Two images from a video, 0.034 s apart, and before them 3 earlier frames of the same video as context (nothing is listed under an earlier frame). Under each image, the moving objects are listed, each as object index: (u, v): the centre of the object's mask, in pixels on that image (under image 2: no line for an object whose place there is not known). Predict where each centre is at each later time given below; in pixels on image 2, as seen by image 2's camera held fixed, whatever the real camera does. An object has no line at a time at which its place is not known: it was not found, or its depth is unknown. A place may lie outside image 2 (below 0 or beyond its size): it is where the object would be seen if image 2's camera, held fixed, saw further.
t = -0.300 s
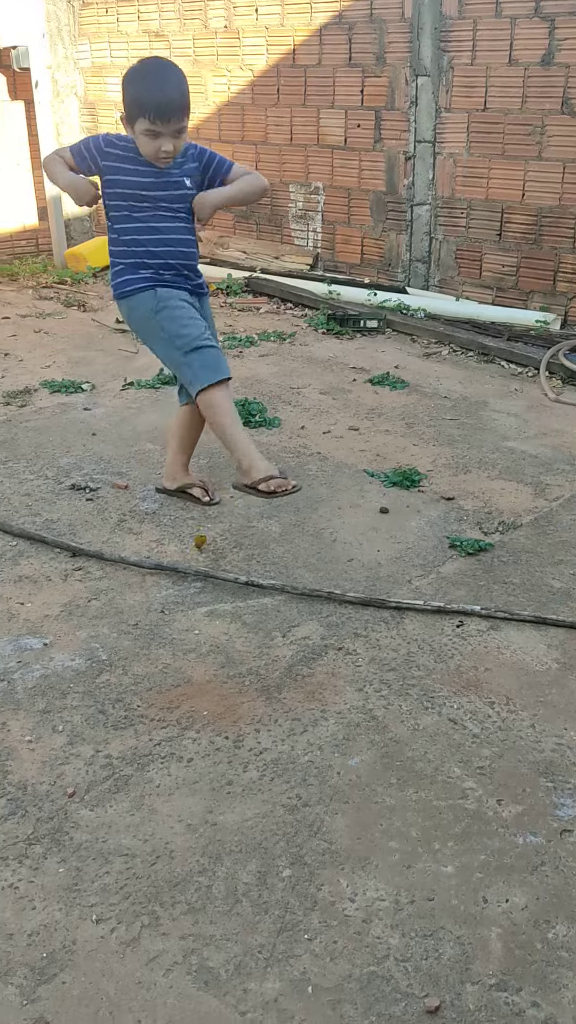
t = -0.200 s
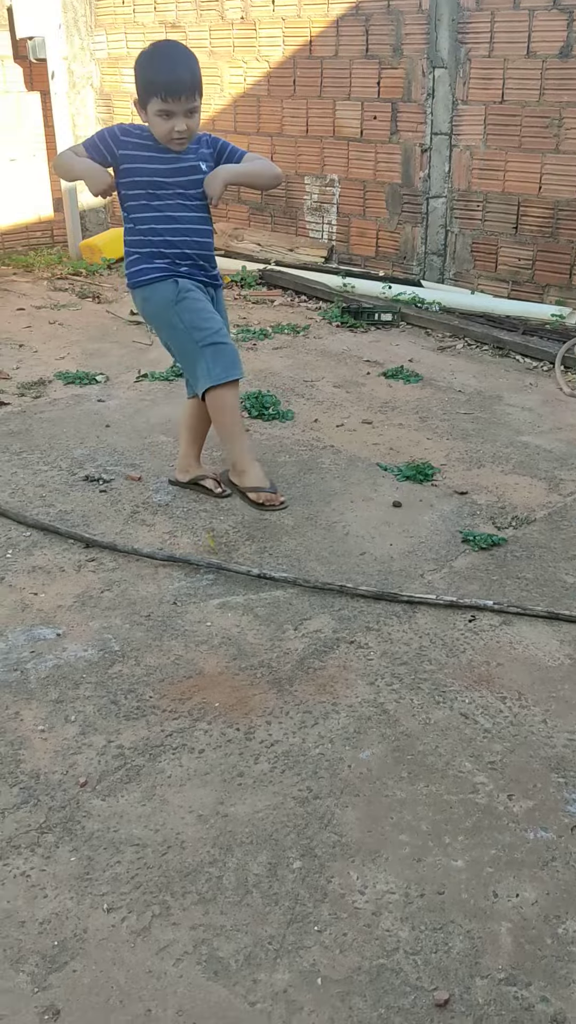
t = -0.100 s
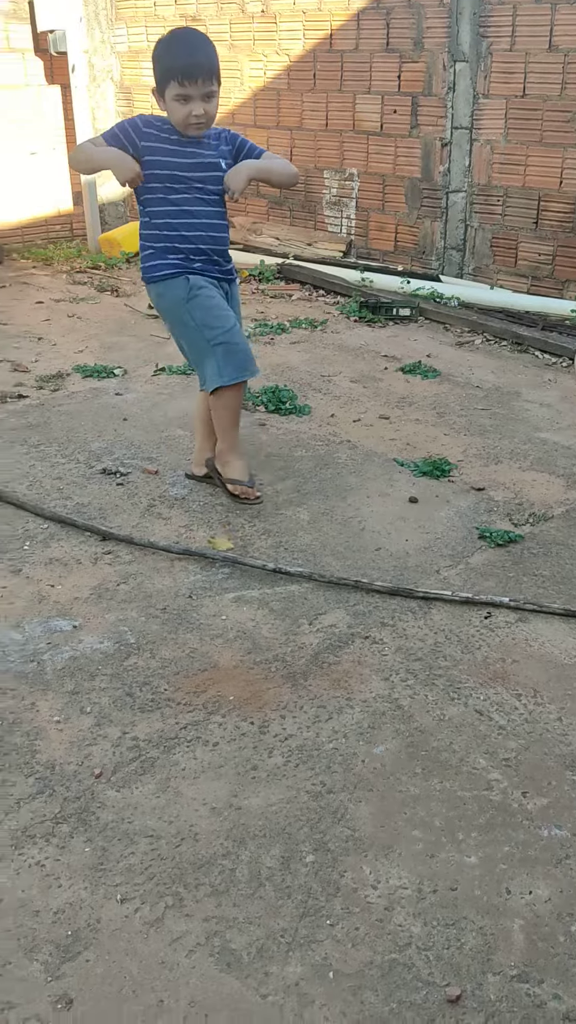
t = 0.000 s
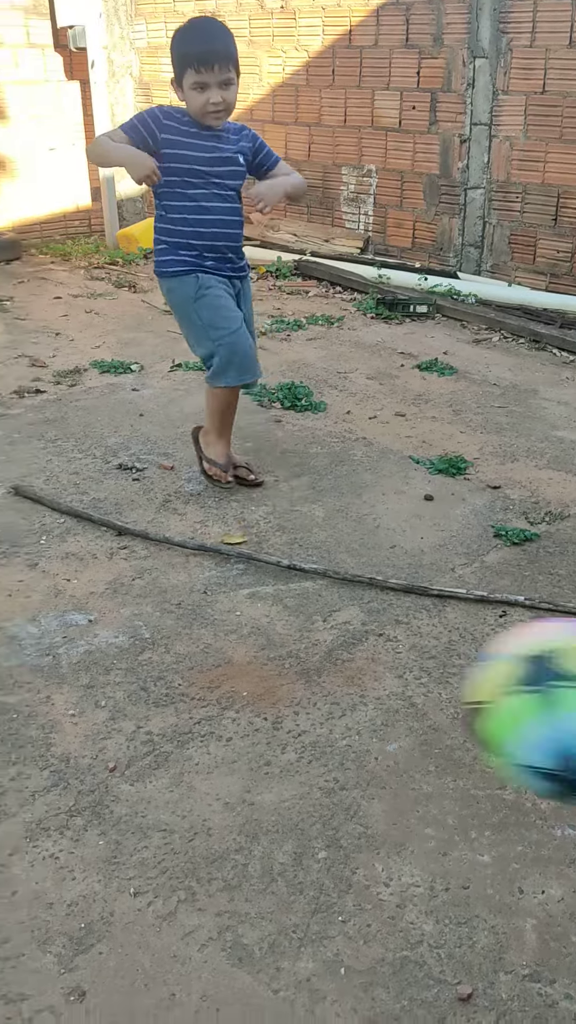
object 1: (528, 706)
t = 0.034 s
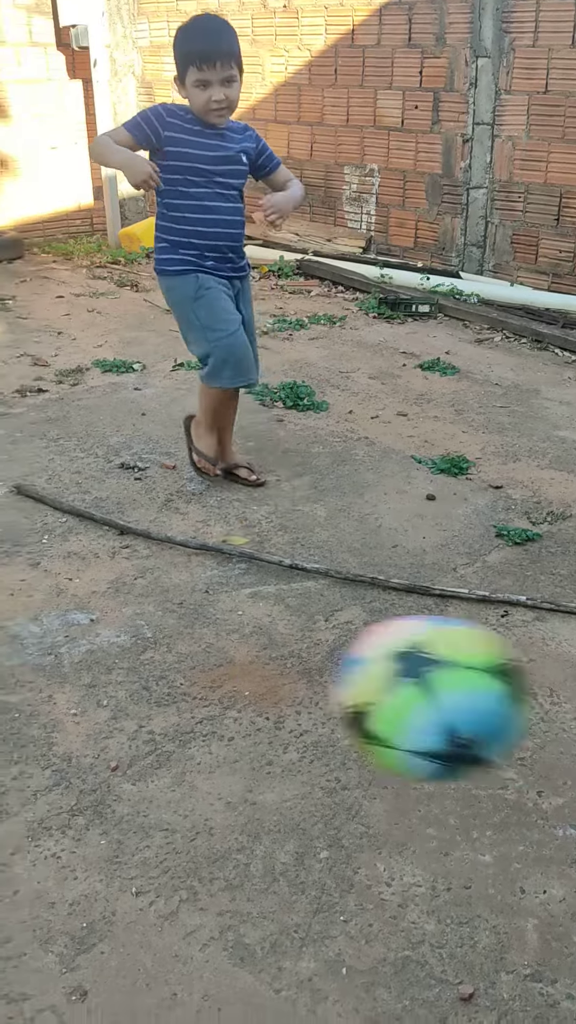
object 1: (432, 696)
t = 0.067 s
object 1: (317, 695)
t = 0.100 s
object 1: (233, 699)
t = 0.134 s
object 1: (166, 710)
